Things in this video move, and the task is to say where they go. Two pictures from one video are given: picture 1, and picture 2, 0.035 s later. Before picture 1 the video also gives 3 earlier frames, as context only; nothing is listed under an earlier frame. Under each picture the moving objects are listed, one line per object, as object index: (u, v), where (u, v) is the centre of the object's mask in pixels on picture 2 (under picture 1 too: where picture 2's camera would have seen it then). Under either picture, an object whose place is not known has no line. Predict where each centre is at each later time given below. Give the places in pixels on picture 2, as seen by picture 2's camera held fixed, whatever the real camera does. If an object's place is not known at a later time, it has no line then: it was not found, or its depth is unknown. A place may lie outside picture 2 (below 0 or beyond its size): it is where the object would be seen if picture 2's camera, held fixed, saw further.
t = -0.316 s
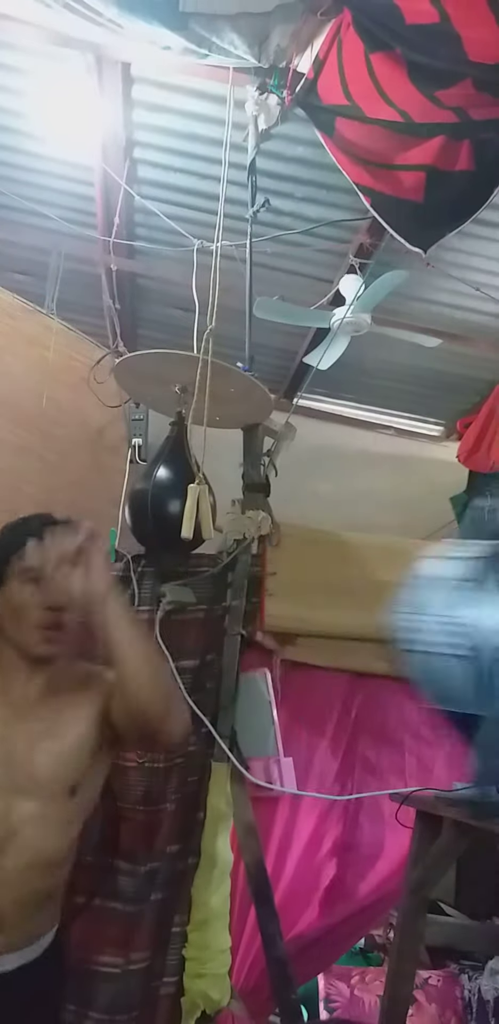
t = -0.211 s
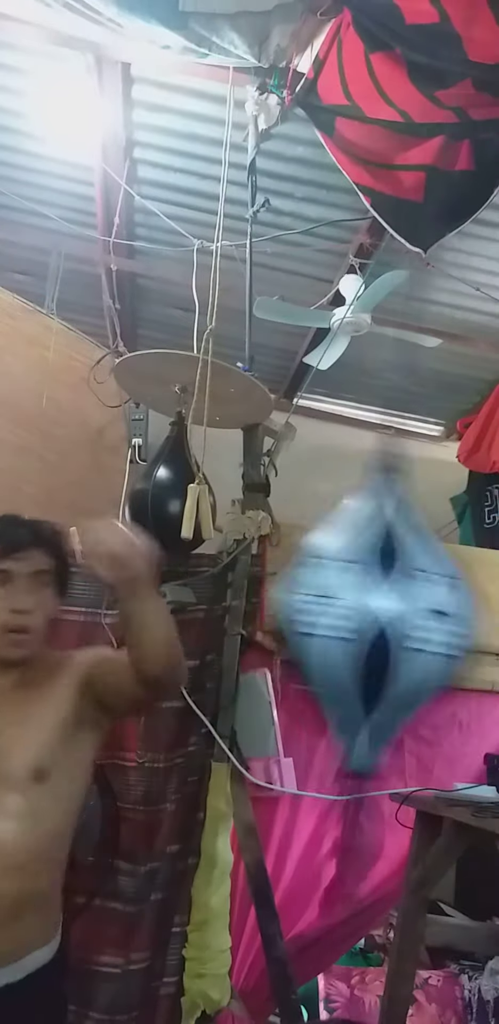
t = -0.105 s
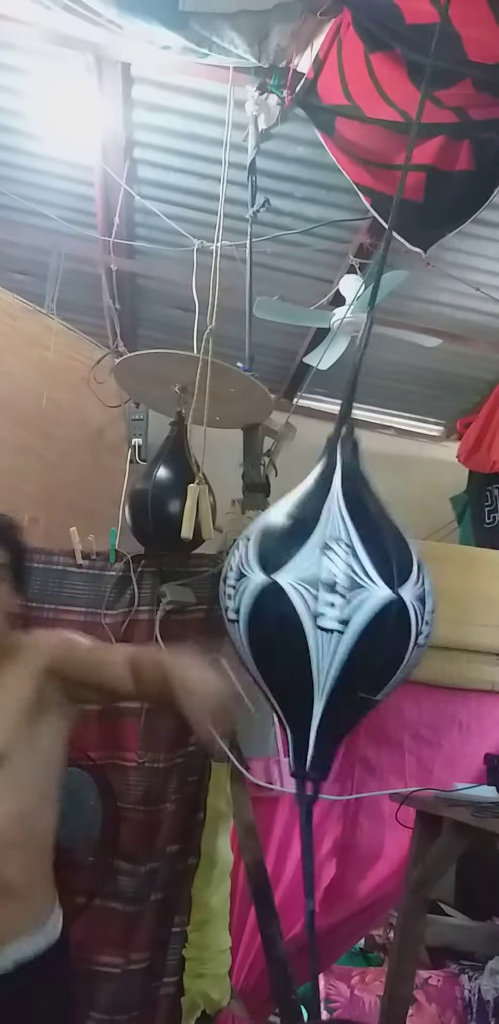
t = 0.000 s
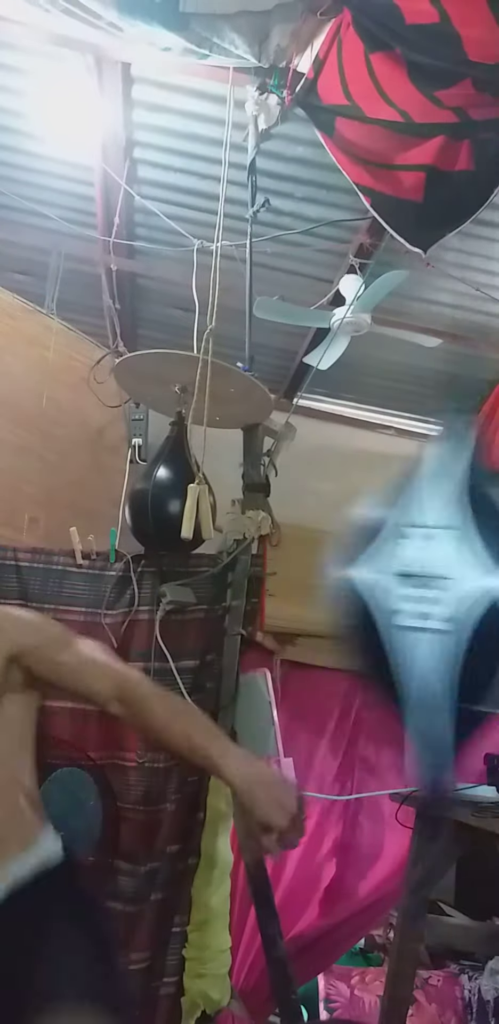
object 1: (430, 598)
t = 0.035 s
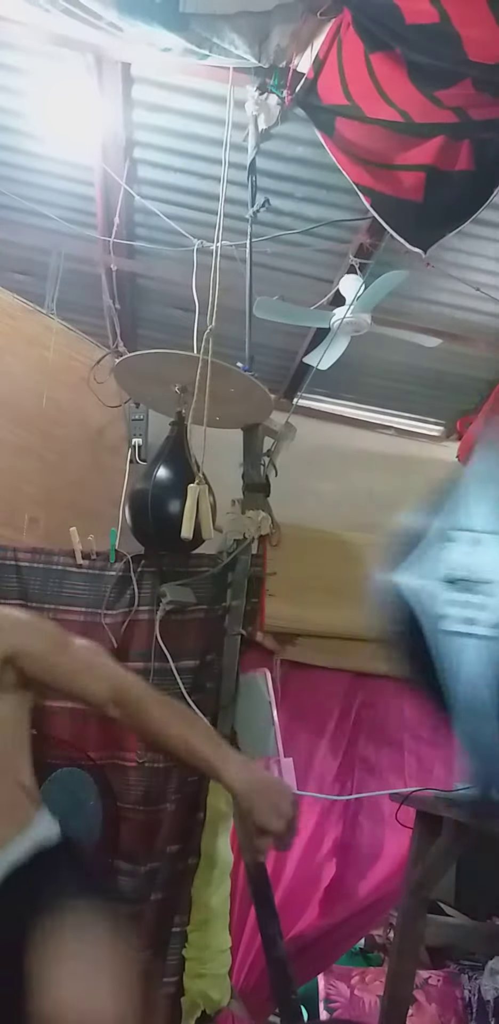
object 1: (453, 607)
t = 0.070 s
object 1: (469, 600)
